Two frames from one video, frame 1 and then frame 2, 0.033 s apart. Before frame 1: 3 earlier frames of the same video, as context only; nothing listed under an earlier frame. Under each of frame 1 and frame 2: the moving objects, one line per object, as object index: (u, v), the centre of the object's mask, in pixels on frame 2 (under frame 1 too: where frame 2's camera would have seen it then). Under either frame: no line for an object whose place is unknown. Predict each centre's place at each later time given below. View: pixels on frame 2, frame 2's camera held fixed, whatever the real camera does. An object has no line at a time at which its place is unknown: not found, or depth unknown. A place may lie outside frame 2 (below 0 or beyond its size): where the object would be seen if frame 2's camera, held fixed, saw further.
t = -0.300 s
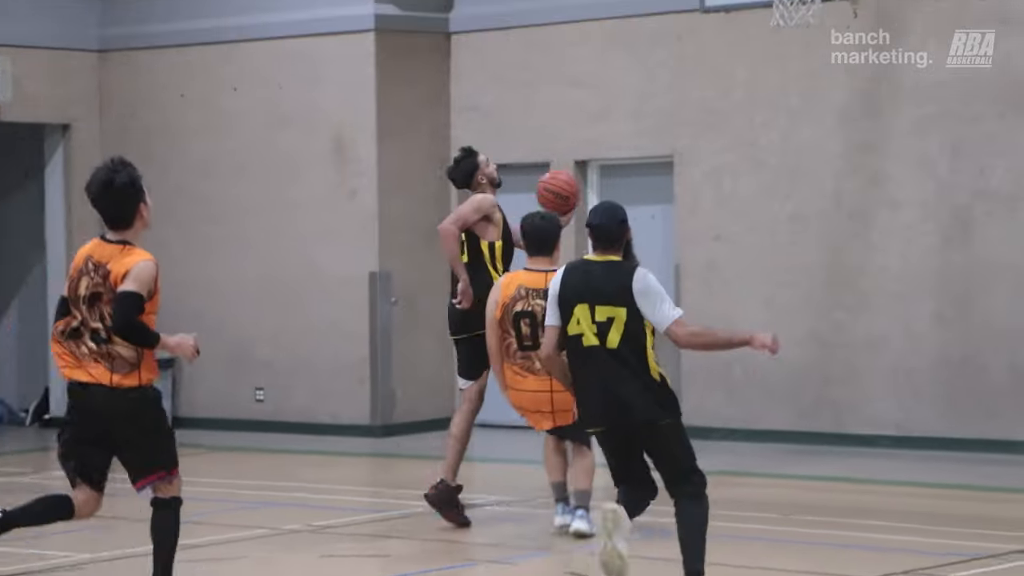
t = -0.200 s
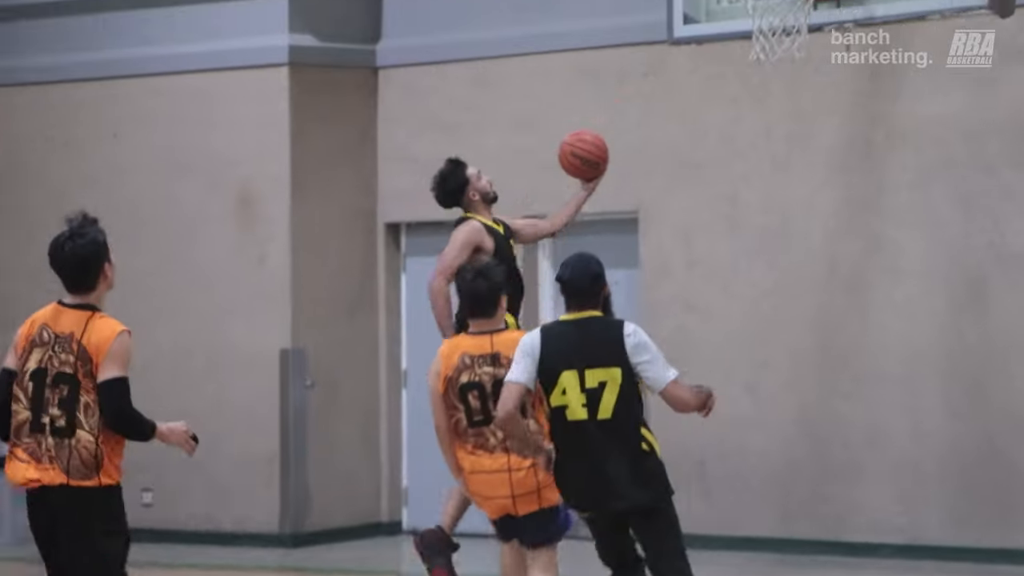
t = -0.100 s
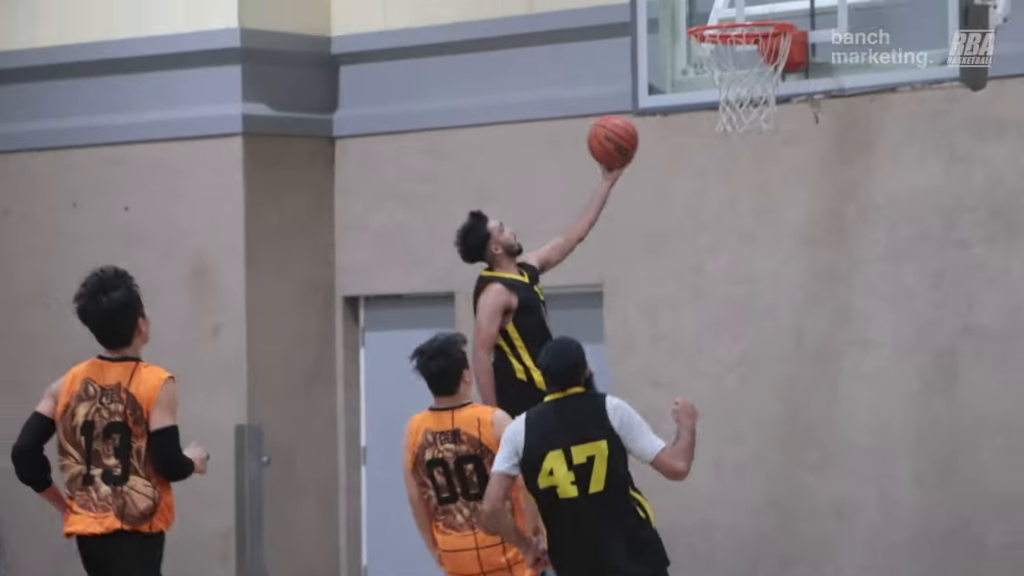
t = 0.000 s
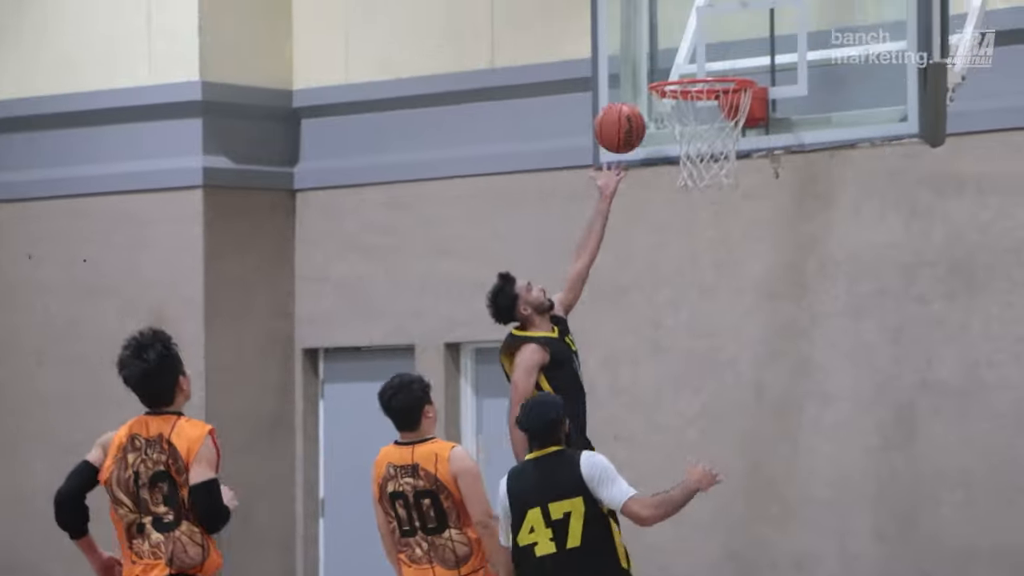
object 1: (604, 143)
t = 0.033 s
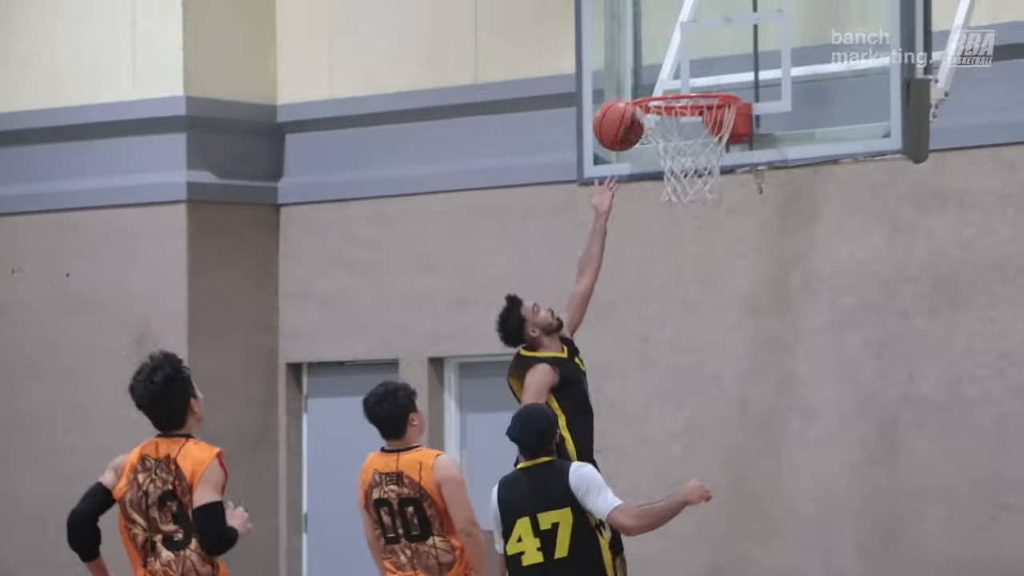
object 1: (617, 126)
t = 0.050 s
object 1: (621, 118)
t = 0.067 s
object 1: (627, 109)
